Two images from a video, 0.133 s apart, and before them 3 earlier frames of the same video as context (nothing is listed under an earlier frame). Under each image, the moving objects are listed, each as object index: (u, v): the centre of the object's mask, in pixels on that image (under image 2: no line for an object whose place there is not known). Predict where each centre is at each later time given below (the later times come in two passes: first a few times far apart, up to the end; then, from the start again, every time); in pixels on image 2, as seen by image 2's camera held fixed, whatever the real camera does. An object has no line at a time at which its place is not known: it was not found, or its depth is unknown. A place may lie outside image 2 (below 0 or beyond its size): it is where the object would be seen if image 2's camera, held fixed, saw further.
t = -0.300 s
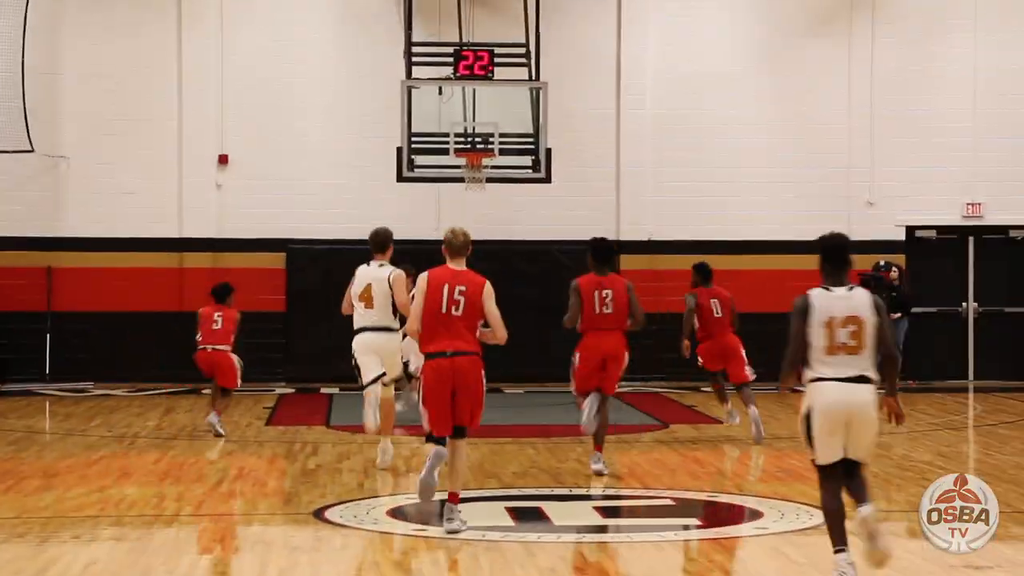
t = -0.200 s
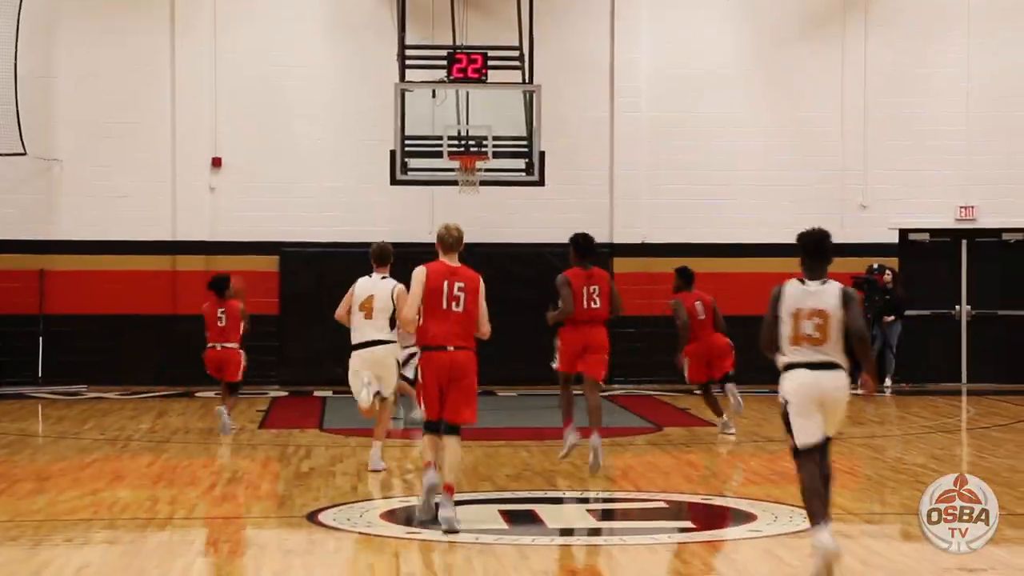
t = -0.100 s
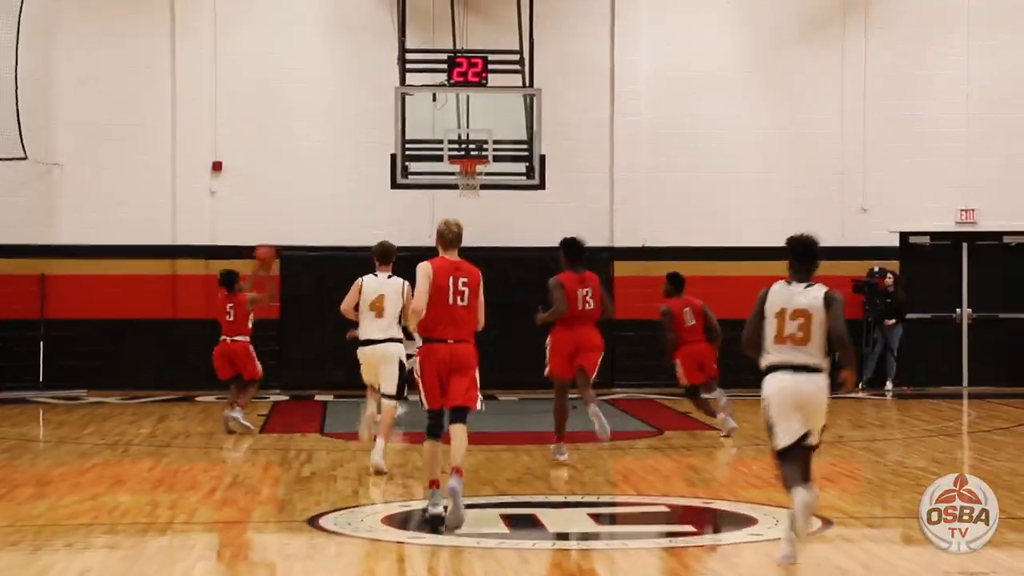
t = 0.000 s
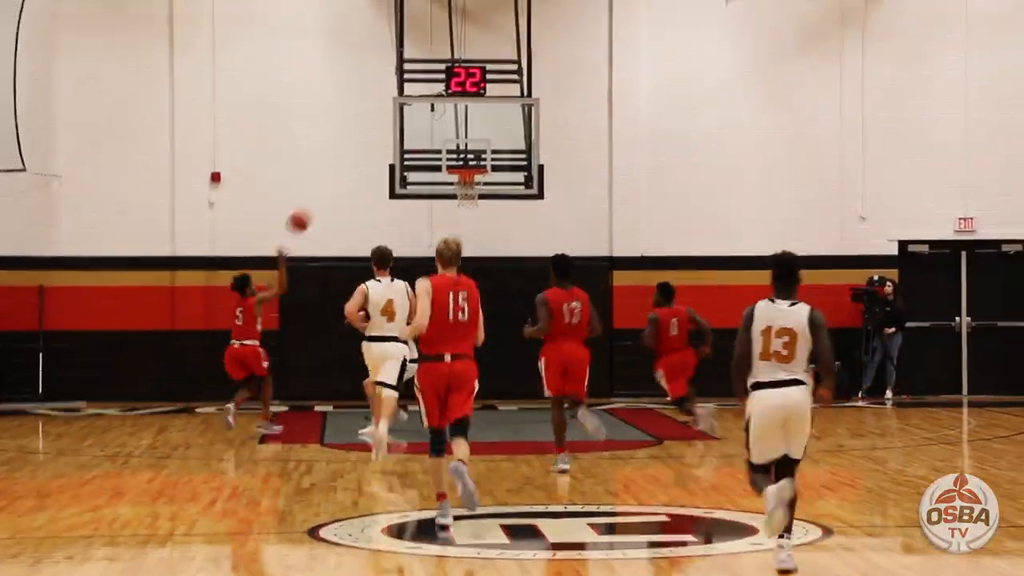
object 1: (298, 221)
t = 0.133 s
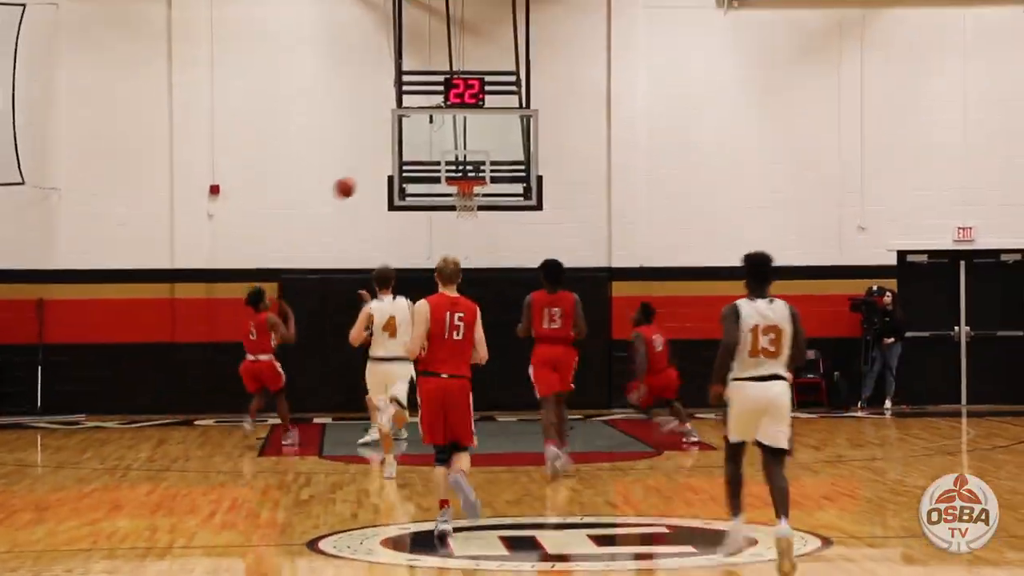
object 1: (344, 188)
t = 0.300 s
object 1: (400, 154)
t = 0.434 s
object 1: (443, 147)
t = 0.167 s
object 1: (357, 179)
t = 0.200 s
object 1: (367, 170)
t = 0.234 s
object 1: (378, 164)
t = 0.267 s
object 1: (389, 159)
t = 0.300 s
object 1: (400, 154)
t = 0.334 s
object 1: (412, 151)
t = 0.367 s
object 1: (422, 148)
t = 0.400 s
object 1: (433, 147)
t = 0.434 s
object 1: (443, 147)
